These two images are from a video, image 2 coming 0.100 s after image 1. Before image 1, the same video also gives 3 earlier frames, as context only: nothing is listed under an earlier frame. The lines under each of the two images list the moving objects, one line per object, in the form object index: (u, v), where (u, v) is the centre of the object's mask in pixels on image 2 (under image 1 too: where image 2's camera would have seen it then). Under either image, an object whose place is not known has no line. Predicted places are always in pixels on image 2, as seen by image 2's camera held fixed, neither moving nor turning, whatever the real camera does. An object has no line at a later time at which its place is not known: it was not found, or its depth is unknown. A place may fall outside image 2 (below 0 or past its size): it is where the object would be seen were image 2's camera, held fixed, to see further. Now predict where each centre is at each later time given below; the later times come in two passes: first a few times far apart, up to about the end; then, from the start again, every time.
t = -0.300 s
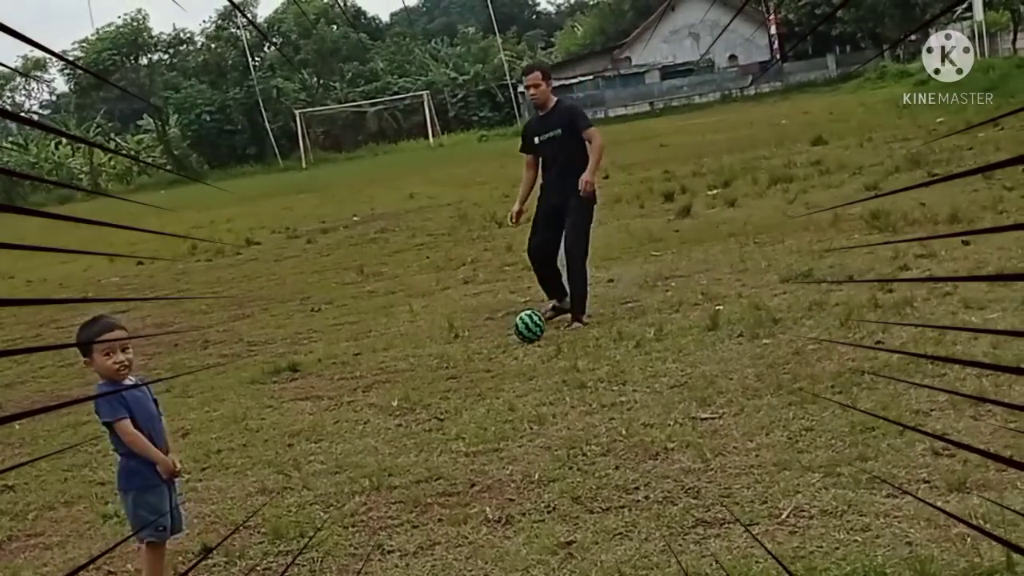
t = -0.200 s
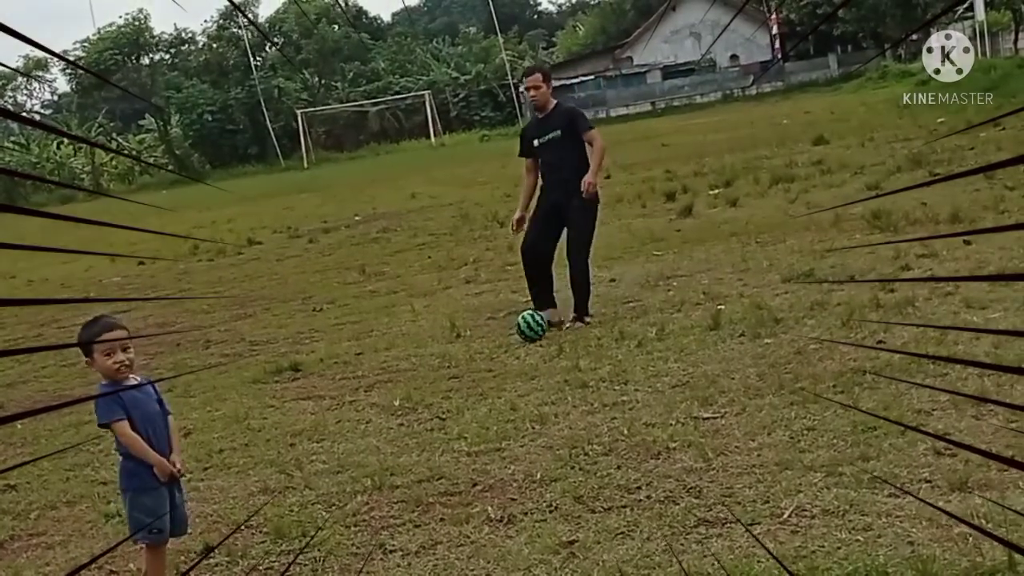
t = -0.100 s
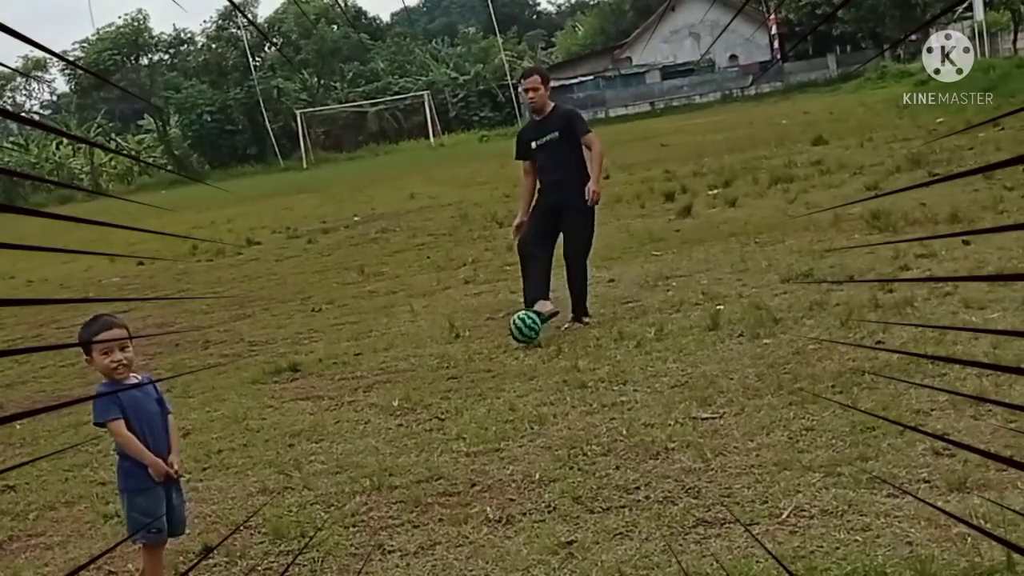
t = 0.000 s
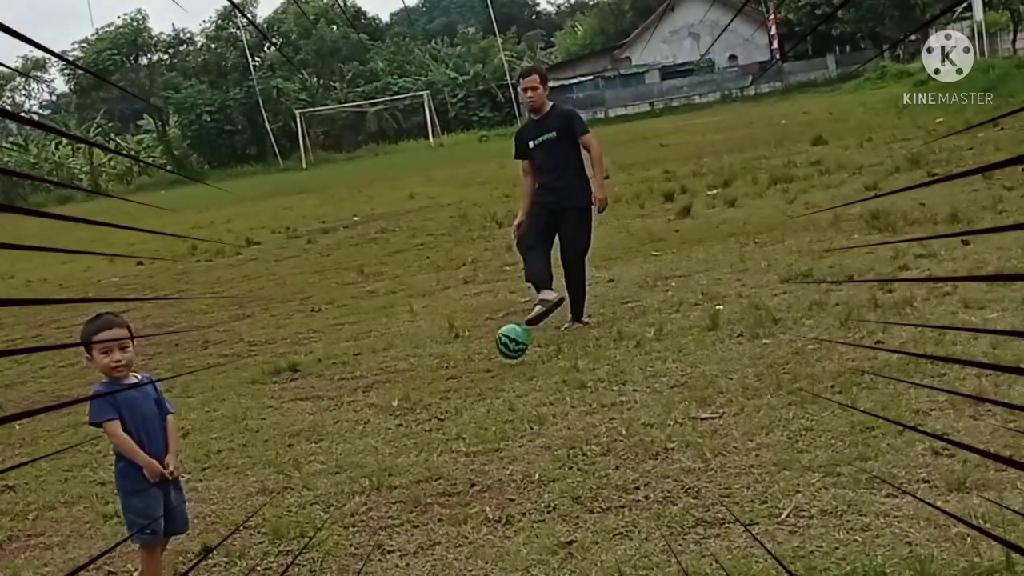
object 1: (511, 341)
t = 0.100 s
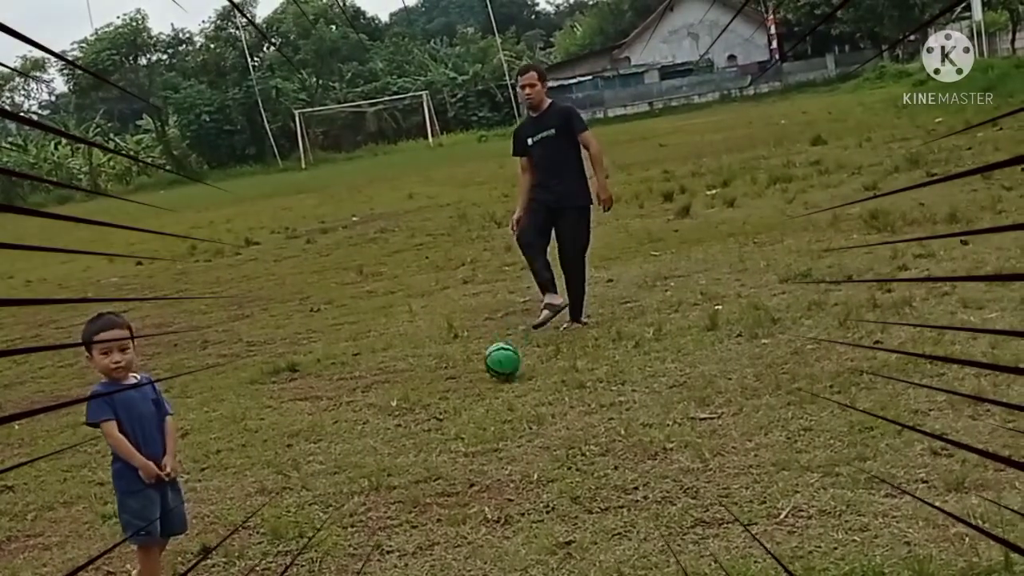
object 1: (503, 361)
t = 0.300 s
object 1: (486, 385)
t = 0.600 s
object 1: (463, 419)
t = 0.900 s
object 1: (450, 448)
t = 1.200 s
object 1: (444, 480)
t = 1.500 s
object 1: (421, 509)
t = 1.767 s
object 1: (394, 534)
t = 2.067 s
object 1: (378, 559)
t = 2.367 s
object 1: (361, 581)
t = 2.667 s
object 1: (351, 590)
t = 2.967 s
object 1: (356, 593)
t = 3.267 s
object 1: (355, 593)
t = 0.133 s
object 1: (499, 363)
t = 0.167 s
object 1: (495, 367)
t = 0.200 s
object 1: (493, 373)
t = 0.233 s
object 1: (490, 379)
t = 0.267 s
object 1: (488, 384)
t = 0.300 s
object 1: (486, 385)
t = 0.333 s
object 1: (483, 388)
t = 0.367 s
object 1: (481, 393)
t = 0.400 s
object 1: (479, 397)
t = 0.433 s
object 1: (476, 401)
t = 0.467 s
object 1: (473, 404)
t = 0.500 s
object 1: (470, 407)
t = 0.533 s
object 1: (467, 409)
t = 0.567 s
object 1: (465, 415)
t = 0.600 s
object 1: (463, 419)
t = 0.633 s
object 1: (461, 423)
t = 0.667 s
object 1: (459, 426)
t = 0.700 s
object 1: (458, 428)
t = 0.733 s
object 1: (457, 429)
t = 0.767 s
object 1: (455, 432)
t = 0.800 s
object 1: (454, 438)
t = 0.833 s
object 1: (454, 444)
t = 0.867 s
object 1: (452, 445)
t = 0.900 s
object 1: (450, 448)
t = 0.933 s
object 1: (448, 454)
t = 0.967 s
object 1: (448, 458)
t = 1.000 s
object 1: (447, 456)
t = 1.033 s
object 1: (446, 456)
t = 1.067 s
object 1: (445, 457)
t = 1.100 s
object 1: (444, 459)
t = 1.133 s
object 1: (444, 464)
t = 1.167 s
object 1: (444, 473)
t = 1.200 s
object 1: (444, 480)
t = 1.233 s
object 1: (441, 483)
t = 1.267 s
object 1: (438, 486)
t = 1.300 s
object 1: (437, 486)
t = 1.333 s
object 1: (433, 490)
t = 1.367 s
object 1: (432, 496)
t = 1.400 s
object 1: (429, 500)
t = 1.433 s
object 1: (426, 501)
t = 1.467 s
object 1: (423, 505)
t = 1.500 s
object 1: (421, 509)
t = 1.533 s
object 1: (418, 511)
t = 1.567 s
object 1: (414, 513)
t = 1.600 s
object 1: (411, 514)
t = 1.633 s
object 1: (408, 520)
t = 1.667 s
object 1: (404, 525)
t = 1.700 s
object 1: (400, 530)
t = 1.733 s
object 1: (397, 533)
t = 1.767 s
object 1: (394, 534)
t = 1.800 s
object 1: (392, 537)
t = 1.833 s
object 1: (390, 542)
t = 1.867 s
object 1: (388, 545)
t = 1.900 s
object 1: (386, 546)
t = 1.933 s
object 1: (384, 548)
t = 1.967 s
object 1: (382, 552)
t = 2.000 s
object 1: (380, 553)
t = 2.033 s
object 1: (379, 556)
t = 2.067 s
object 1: (378, 559)
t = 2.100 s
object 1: (376, 563)
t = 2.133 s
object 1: (375, 567)
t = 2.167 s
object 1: (373, 569)
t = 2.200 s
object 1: (371, 572)
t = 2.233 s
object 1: (369, 573)
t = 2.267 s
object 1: (367, 575)
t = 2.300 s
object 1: (365, 578)
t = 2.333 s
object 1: (362, 581)
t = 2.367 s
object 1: (361, 581)
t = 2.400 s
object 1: (359, 582)
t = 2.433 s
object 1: (355, 587)
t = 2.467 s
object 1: (354, 588)
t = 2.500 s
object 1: (353, 588)
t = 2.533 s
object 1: (352, 589)
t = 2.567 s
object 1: (352, 590)
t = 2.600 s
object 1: (351, 590)
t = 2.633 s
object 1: (351, 590)
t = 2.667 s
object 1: (351, 590)
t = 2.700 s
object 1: (351, 591)
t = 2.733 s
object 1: (351, 592)
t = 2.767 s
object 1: (352, 593)
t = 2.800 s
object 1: (353, 593)
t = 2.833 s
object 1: (354, 593)
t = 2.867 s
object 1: (355, 593)
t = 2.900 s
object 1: (356, 593)
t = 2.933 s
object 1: (356, 593)
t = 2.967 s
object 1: (356, 593)
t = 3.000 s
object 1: (356, 593)
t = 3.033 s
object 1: (356, 593)
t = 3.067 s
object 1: (356, 593)
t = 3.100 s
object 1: (356, 594)
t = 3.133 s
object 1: (355, 593)
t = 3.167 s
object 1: (355, 593)
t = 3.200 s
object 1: (355, 593)
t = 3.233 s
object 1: (355, 593)
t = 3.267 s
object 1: (355, 593)
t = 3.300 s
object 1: (355, 593)
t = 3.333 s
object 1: (355, 592)
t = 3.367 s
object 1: (356, 592)
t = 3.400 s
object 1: (356, 592)
